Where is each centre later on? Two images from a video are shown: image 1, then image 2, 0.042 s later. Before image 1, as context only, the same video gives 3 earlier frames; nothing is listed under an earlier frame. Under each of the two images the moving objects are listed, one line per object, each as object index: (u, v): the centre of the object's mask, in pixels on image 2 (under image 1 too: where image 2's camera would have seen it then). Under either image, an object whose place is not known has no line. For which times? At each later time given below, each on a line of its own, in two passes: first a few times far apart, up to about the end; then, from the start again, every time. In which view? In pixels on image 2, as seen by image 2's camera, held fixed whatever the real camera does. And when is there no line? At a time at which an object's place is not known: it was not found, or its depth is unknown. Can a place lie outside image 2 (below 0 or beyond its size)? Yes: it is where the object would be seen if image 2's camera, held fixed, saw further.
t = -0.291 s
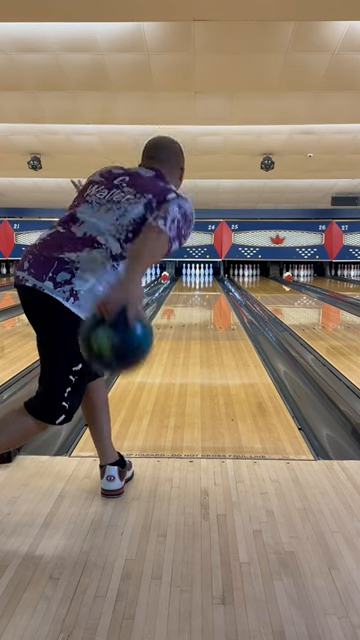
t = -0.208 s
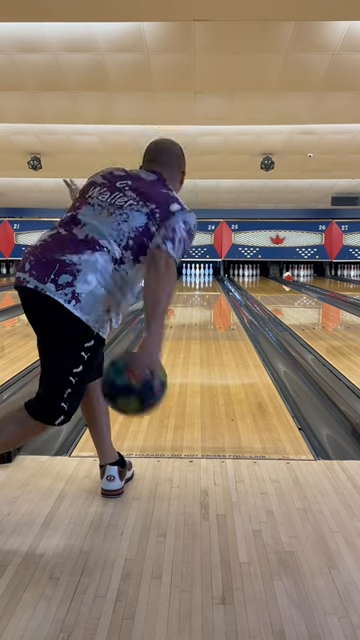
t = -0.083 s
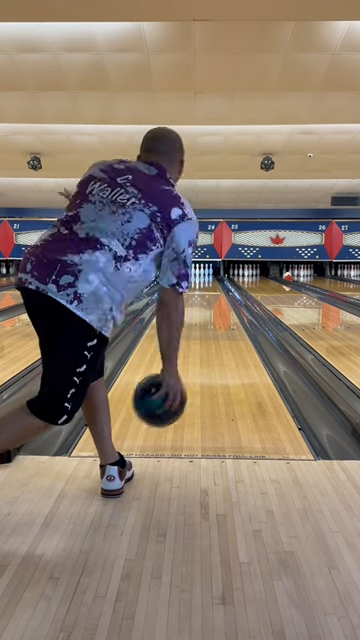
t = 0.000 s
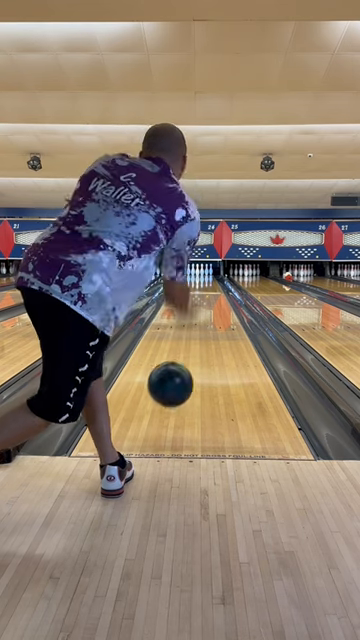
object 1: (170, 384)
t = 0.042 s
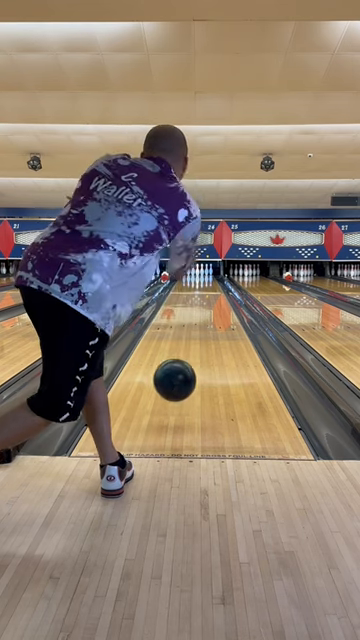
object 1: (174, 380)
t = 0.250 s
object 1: (189, 366)
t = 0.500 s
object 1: (199, 339)
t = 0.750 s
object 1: (205, 322)
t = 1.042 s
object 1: (209, 310)
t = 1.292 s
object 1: (211, 302)
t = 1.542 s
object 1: (212, 296)
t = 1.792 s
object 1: (212, 291)
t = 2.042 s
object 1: (210, 287)
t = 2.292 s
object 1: (208, 284)
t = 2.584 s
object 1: (204, 282)
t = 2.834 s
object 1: (200, 279)
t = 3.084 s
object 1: (196, 277)
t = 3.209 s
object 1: (193, 276)
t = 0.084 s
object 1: (178, 379)
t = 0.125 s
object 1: (181, 382)
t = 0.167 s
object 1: (185, 378)
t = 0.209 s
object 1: (187, 371)
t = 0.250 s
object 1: (189, 366)
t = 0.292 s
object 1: (191, 361)
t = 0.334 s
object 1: (193, 356)
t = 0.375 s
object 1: (195, 351)
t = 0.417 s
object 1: (197, 347)
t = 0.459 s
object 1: (198, 343)
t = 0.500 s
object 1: (199, 339)
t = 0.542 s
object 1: (201, 335)
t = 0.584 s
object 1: (201, 333)
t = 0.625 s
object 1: (203, 330)
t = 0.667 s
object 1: (203, 327)
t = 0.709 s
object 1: (204, 324)
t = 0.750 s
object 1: (205, 322)
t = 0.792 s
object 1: (208, 320)
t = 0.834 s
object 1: (206, 318)
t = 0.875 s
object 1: (207, 316)
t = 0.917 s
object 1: (207, 314)
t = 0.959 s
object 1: (208, 312)
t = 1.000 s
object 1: (208, 311)
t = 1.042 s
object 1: (209, 310)
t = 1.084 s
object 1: (209, 308)
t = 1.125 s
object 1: (210, 307)
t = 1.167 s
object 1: (210, 305)
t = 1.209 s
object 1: (210, 304)
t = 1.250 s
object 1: (211, 302)
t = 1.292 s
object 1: (211, 302)
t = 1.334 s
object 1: (211, 301)
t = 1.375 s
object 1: (211, 299)
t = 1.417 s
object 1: (211, 299)
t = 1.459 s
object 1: (212, 298)
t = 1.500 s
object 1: (212, 297)
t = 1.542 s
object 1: (212, 296)
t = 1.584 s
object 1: (213, 295)
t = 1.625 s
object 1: (213, 294)
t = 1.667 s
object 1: (212, 293)
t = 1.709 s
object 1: (212, 292)
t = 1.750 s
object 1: (212, 292)
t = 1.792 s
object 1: (212, 291)
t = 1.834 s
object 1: (212, 290)
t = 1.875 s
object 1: (212, 289)
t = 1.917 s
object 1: (211, 289)
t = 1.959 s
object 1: (211, 288)
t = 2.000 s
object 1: (211, 287)
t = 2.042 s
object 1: (210, 287)
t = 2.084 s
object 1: (210, 287)
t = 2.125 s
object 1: (209, 286)
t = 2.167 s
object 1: (209, 285)
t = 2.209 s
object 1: (209, 285)
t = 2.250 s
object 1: (208, 285)
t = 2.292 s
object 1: (208, 284)
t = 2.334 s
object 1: (207, 284)
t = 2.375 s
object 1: (207, 283)
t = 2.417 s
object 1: (206, 283)
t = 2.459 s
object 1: (205, 282)
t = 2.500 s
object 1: (205, 282)
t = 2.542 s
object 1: (204, 282)
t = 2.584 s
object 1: (204, 282)
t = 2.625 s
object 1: (204, 281)
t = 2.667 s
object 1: (202, 281)
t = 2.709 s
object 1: (201, 280)
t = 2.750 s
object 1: (200, 280)
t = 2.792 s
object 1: (201, 280)
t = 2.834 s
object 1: (200, 279)
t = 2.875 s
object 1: (199, 278)
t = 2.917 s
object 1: (198, 278)
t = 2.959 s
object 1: (198, 278)
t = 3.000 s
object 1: (197, 278)
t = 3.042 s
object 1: (196, 277)
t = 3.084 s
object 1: (196, 277)
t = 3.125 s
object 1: (194, 277)
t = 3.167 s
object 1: (193, 276)
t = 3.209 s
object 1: (193, 276)
